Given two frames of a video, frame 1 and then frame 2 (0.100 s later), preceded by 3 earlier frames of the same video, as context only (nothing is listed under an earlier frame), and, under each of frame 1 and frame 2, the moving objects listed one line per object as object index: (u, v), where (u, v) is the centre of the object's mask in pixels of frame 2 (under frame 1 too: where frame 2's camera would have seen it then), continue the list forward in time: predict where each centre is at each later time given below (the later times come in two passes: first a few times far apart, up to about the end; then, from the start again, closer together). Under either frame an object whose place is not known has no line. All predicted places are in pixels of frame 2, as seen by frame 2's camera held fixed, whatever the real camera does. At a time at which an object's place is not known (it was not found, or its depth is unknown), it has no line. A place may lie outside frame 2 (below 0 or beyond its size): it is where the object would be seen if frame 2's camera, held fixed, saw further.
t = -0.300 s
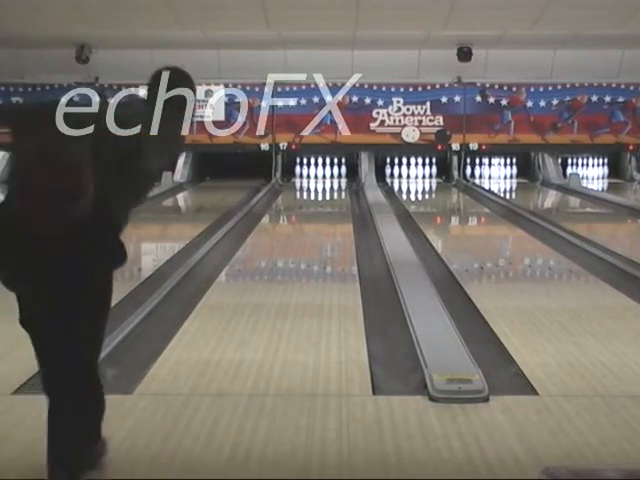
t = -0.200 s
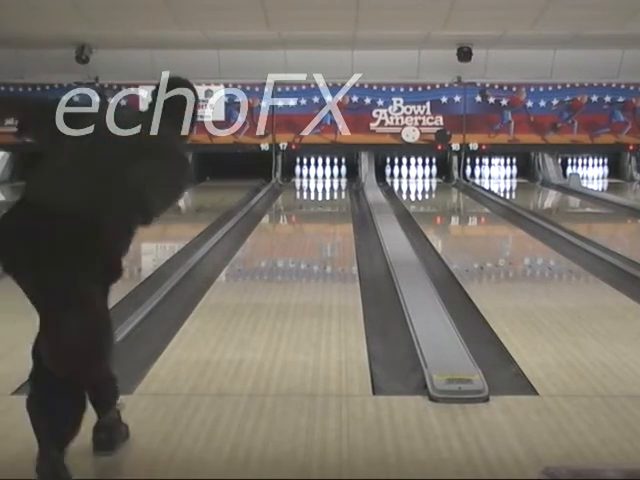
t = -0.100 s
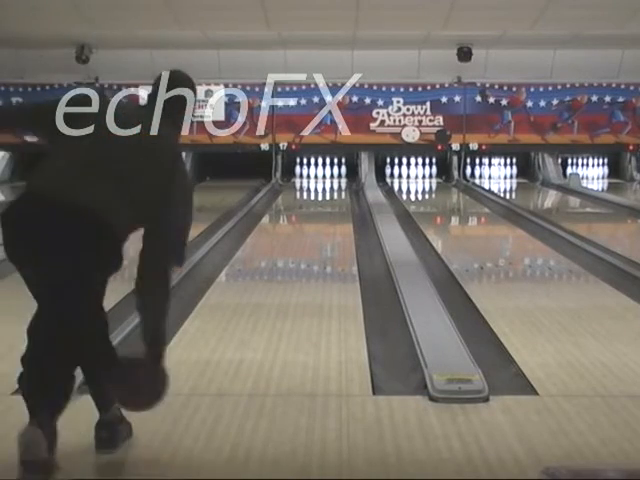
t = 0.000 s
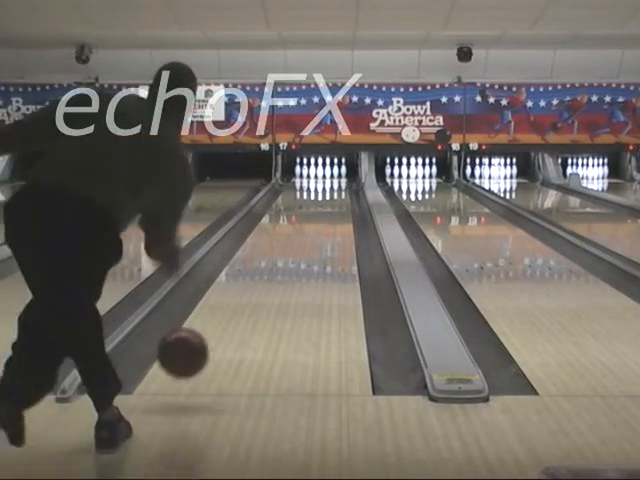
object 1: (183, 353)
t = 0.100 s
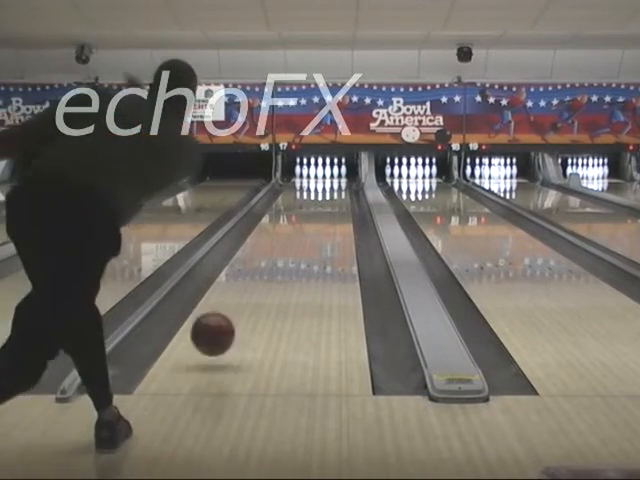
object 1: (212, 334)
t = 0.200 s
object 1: (235, 318)
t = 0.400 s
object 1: (267, 279)
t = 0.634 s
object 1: (291, 250)
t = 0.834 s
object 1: (305, 233)
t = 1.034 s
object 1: (315, 219)
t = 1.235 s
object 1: (323, 208)
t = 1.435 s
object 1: (328, 200)
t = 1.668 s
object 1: (333, 192)
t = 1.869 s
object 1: (334, 186)
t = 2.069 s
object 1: (333, 183)
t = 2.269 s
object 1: (328, 178)
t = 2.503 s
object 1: (322, 174)
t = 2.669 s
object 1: (321, 172)
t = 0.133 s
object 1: (221, 333)
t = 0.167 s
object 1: (228, 326)
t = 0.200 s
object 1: (235, 318)
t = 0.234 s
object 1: (242, 311)
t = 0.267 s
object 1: (247, 303)
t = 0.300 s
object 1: (253, 296)
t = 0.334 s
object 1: (258, 290)
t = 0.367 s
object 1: (263, 284)
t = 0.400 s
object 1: (267, 279)
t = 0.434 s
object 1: (271, 274)
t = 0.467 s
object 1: (275, 269)
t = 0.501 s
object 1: (279, 265)
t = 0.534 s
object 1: (282, 261)
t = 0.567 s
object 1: (286, 257)
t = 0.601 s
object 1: (288, 253)
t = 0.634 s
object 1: (291, 250)
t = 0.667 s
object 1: (294, 246)
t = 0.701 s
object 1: (296, 244)
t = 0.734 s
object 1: (299, 240)
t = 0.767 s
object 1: (301, 238)
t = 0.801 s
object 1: (303, 235)
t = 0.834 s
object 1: (305, 233)
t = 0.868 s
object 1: (307, 230)
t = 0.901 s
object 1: (309, 228)
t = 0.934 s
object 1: (311, 225)
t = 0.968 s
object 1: (312, 224)
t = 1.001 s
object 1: (313, 221)
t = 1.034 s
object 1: (315, 219)
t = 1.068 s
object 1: (317, 217)
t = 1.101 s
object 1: (318, 215)
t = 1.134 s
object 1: (320, 213)
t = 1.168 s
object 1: (320, 212)
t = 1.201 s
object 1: (322, 210)
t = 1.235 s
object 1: (323, 208)
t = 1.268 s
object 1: (324, 207)
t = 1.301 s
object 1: (325, 206)
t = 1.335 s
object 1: (326, 204)
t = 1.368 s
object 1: (327, 202)
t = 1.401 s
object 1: (327, 201)
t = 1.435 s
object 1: (328, 200)
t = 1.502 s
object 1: (330, 197)
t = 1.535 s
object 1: (330, 196)
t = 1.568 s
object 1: (331, 195)
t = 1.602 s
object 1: (331, 194)
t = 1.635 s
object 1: (332, 192)
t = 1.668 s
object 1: (333, 192)
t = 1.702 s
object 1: (333, 191)
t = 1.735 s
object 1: (334, 190)
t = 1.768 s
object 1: (333, 190)
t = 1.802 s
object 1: (333, 189)
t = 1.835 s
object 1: (334, 187)
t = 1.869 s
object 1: (334, 186)
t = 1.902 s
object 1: (335, 185)
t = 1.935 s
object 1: (334, 185)
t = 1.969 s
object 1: (334, 185)
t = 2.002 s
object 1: (334, 184)
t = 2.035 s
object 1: (334, 183)
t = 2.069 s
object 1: (333, 183)
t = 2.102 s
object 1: (333, 182)
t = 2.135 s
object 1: (332, 181)
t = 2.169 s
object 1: (332, 180)
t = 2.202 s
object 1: (330, 179)
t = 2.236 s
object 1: (329, 179)
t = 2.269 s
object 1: (328, 178)
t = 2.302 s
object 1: (327, 178)
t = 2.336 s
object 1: (326, 177)
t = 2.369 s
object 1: (326, 176)
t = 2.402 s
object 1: (325, 177)
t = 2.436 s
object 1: (323, 174)
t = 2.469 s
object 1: (322, 174)
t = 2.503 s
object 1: (322, 174)
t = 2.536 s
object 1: (321, 174)
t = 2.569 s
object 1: (322, 173)
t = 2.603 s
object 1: (322, 173)
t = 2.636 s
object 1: (321, 173)
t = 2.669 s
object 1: (321, 172)
